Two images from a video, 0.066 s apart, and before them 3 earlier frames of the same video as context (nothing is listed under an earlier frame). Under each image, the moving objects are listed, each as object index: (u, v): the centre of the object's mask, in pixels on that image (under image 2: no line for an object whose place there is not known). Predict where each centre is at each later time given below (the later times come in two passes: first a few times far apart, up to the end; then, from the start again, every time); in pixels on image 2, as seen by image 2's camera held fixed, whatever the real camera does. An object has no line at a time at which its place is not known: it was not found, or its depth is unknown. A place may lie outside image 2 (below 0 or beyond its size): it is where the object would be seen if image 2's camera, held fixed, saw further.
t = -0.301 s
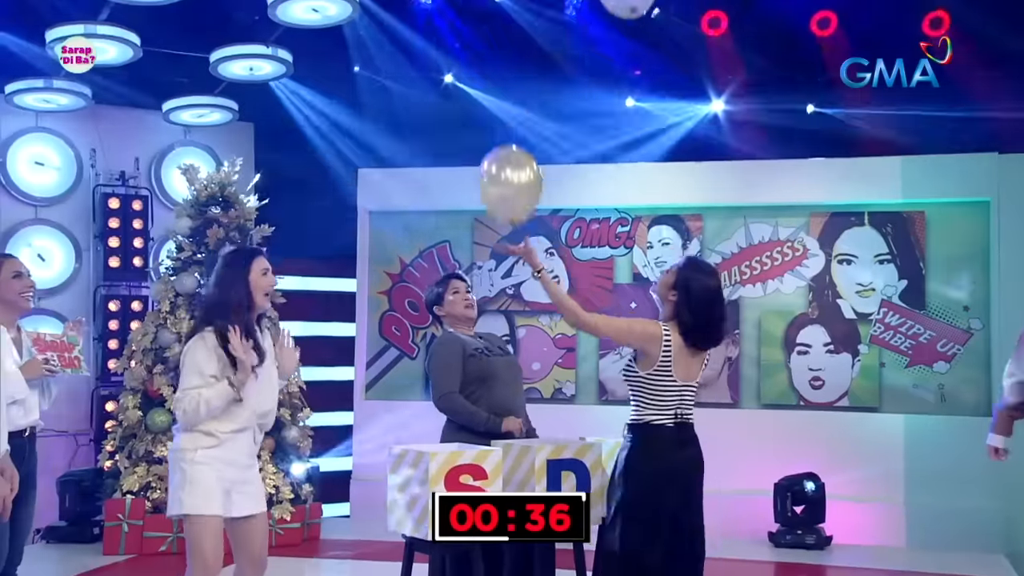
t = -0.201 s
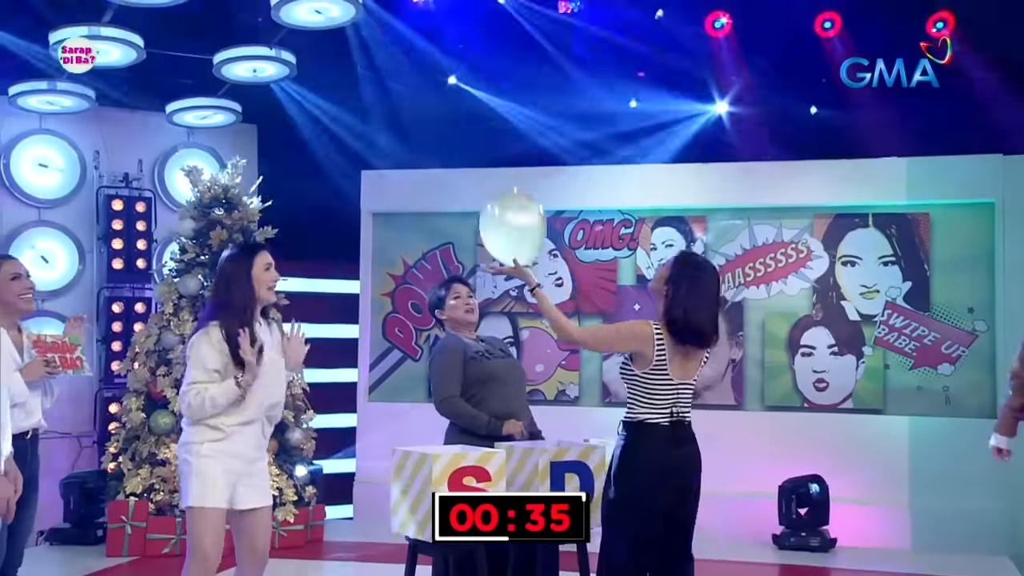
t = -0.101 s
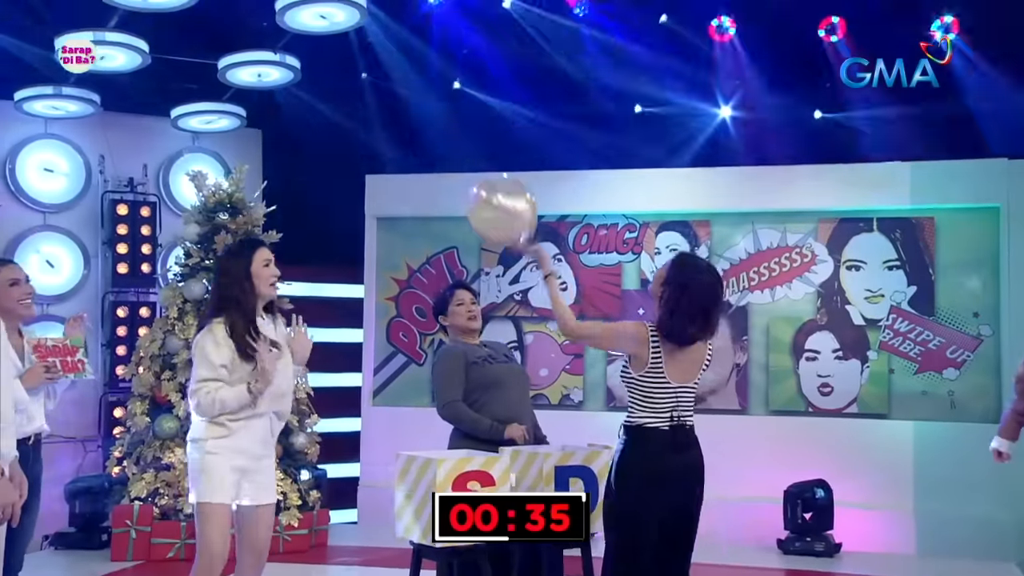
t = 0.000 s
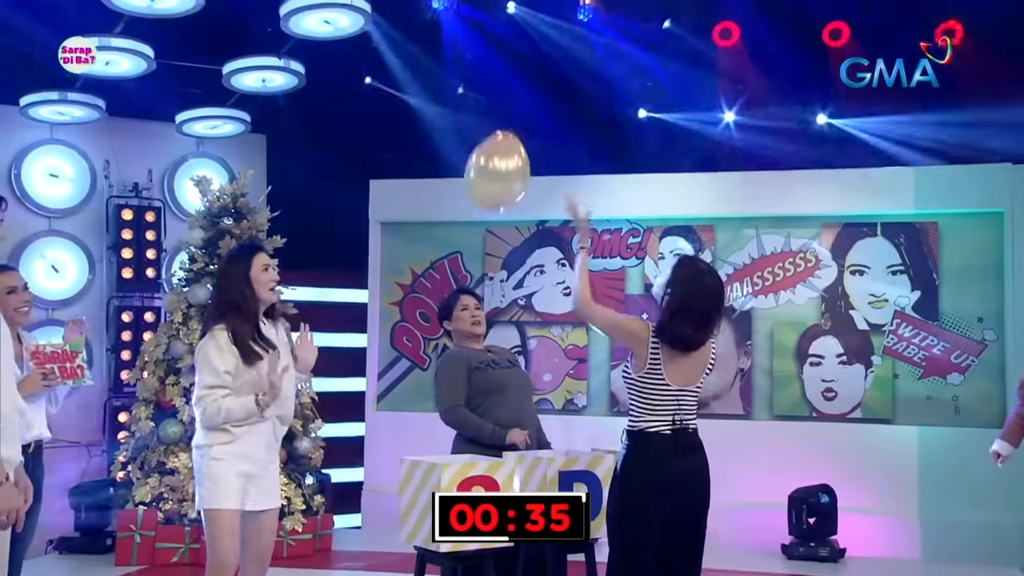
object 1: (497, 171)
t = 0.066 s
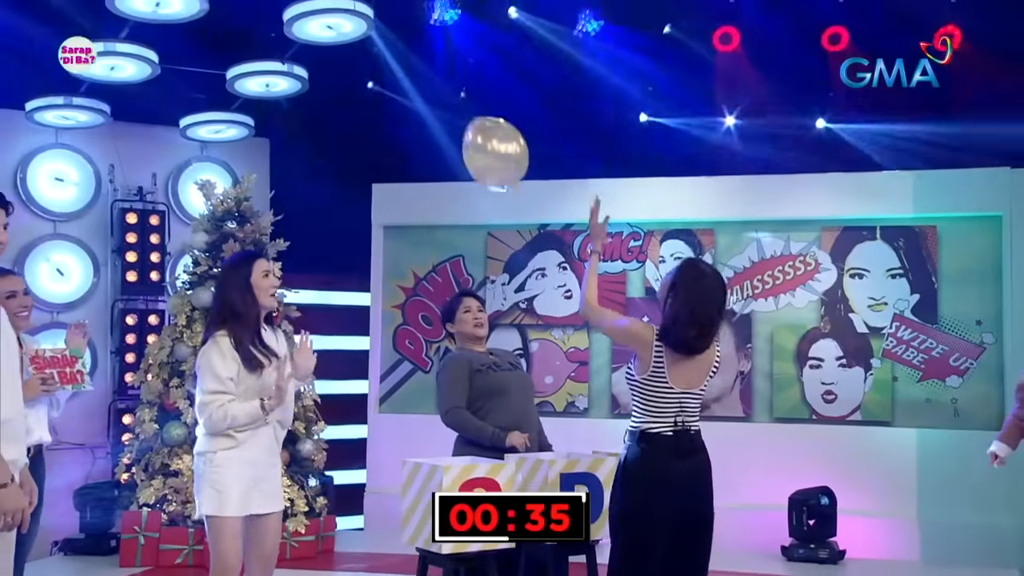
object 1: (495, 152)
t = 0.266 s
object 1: (473, 106)
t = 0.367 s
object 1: (462, 100)
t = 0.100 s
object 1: (492, 142)
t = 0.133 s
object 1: (489, 132)
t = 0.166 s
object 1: (485, 124)
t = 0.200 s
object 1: (481, 116)
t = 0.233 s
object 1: (477, 111)
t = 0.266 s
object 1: (473, 106)
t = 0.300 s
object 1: (469, 103)
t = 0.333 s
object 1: (465, 101)
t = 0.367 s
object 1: (462, 100)
